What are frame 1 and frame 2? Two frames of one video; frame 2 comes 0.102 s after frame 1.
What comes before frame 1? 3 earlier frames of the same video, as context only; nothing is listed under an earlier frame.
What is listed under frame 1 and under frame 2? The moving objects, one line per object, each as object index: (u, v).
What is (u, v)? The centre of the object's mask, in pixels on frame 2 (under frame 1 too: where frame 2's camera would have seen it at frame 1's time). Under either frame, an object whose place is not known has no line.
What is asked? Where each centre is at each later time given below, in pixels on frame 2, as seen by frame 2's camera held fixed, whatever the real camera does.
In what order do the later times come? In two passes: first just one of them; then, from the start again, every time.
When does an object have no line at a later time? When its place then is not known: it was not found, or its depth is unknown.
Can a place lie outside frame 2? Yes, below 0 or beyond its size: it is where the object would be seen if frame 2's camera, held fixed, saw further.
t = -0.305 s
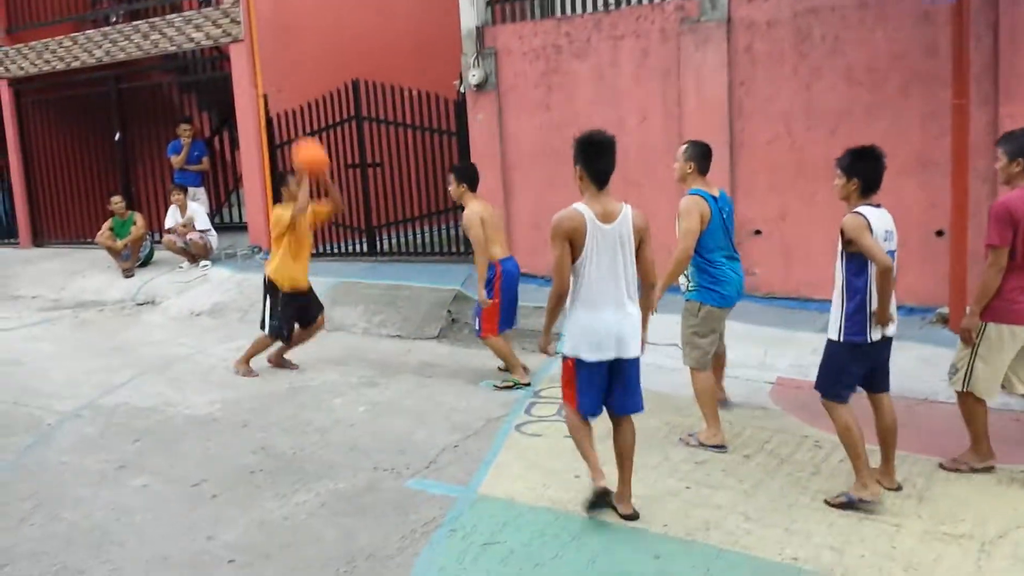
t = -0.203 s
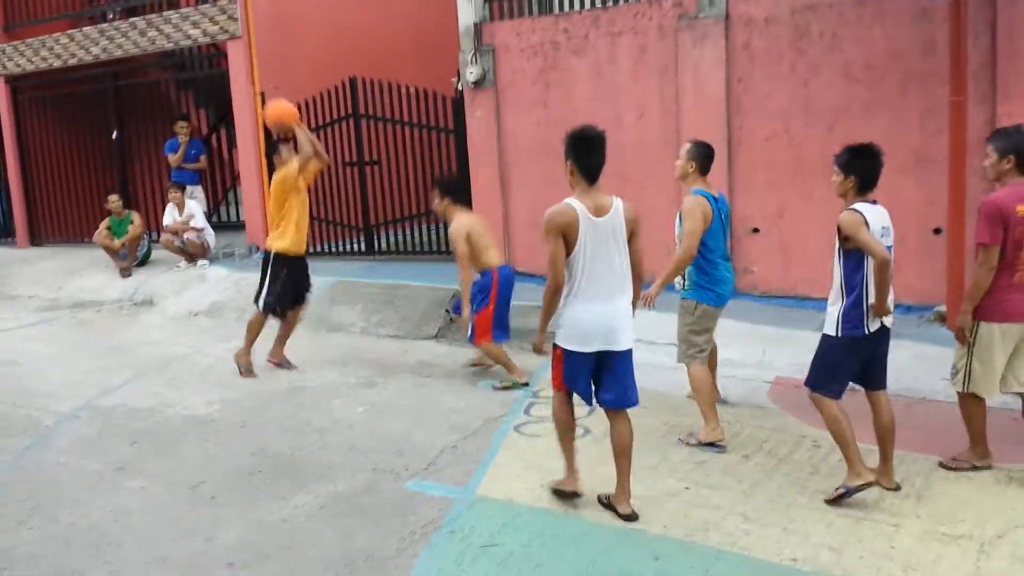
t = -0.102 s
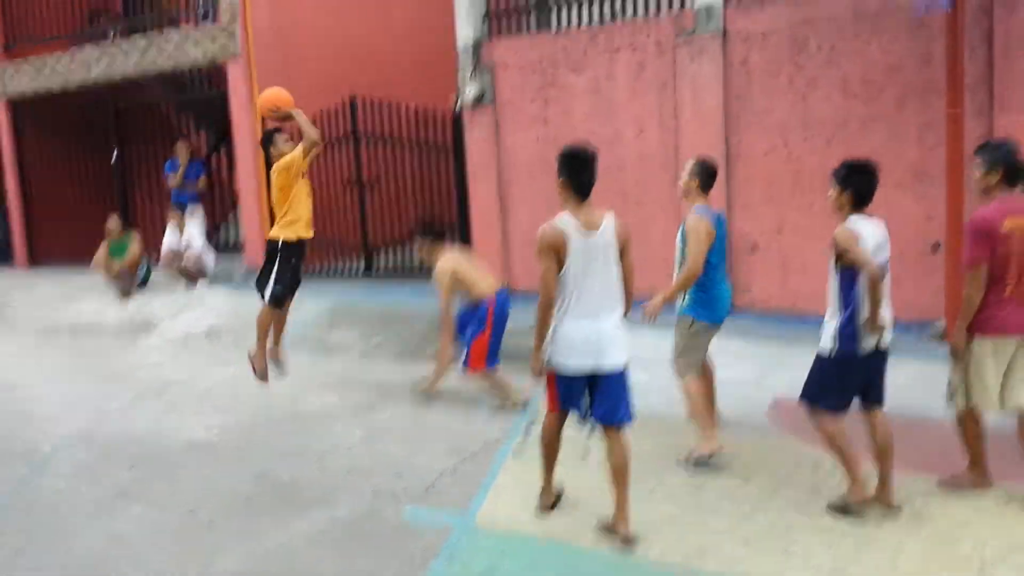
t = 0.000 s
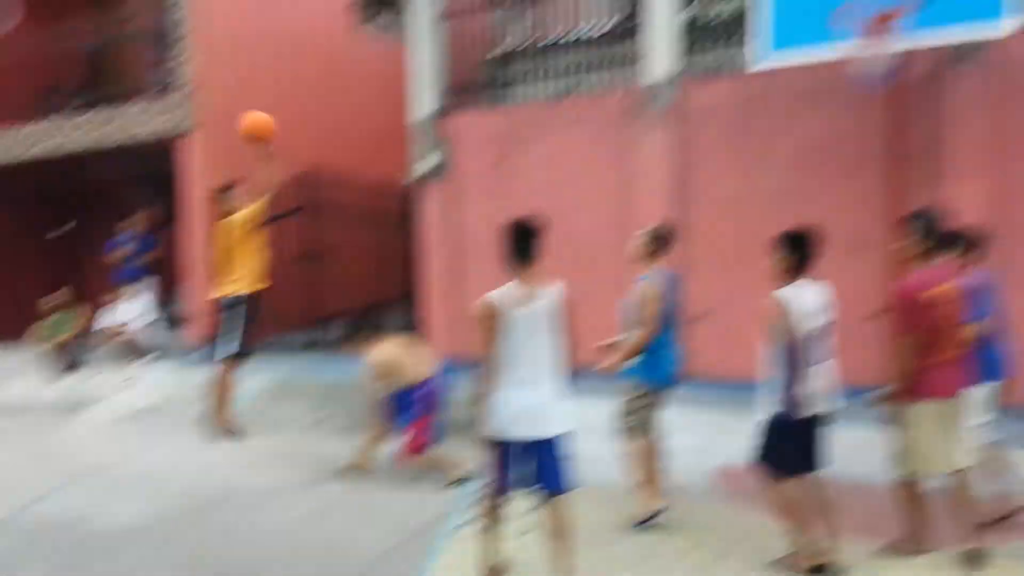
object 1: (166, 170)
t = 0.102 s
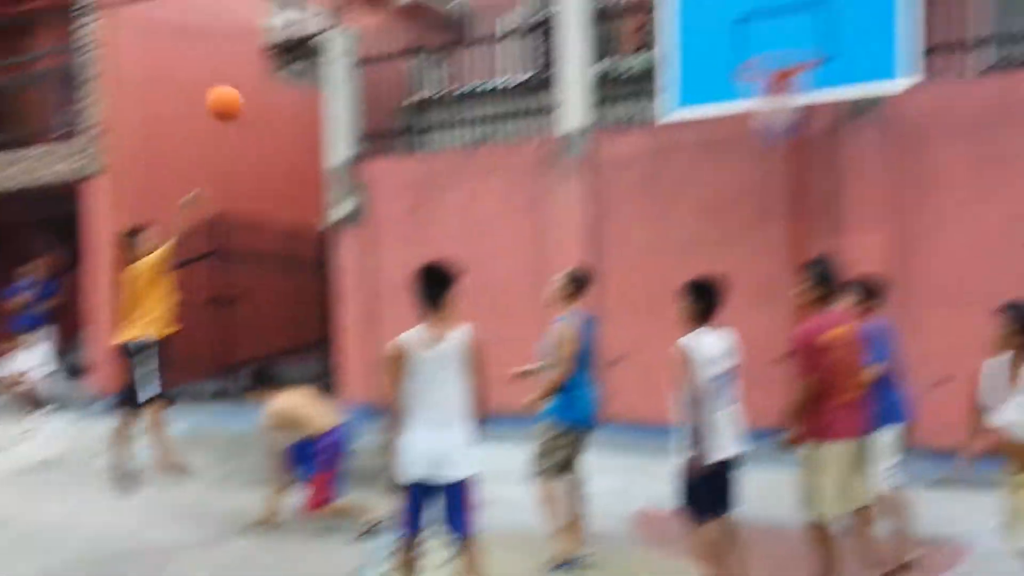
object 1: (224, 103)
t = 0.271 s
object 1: (322, 23)
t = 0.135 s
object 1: (243, 83)
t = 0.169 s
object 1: (262, 66)
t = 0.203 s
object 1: (281, 50)
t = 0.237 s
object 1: (303, 36)
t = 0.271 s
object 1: (322, 23)
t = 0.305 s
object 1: (343, 11)
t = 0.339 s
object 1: (365, 1)
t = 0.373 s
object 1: (385, -7)
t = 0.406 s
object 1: (407, -14)
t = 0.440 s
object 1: (427, -21)
